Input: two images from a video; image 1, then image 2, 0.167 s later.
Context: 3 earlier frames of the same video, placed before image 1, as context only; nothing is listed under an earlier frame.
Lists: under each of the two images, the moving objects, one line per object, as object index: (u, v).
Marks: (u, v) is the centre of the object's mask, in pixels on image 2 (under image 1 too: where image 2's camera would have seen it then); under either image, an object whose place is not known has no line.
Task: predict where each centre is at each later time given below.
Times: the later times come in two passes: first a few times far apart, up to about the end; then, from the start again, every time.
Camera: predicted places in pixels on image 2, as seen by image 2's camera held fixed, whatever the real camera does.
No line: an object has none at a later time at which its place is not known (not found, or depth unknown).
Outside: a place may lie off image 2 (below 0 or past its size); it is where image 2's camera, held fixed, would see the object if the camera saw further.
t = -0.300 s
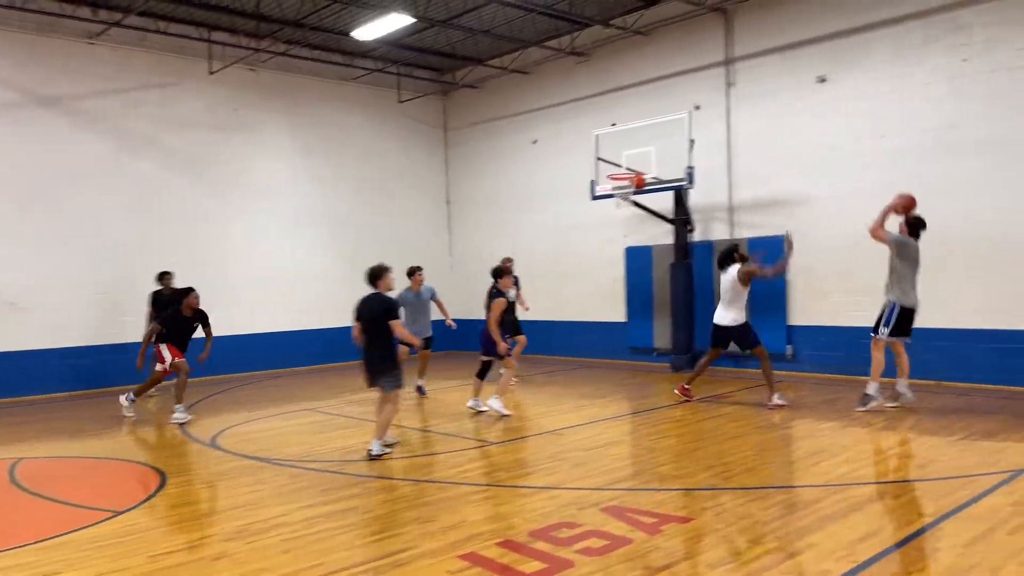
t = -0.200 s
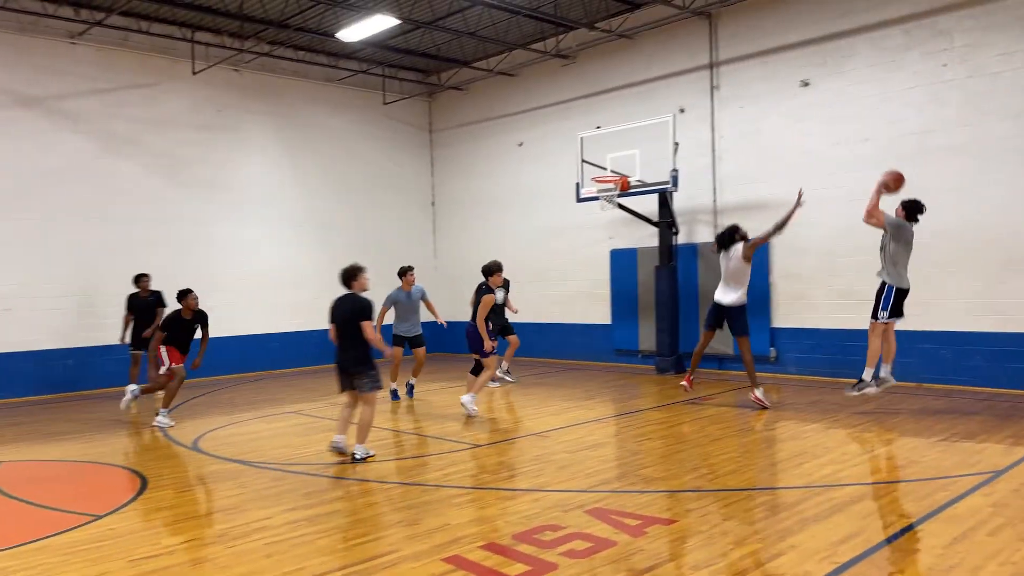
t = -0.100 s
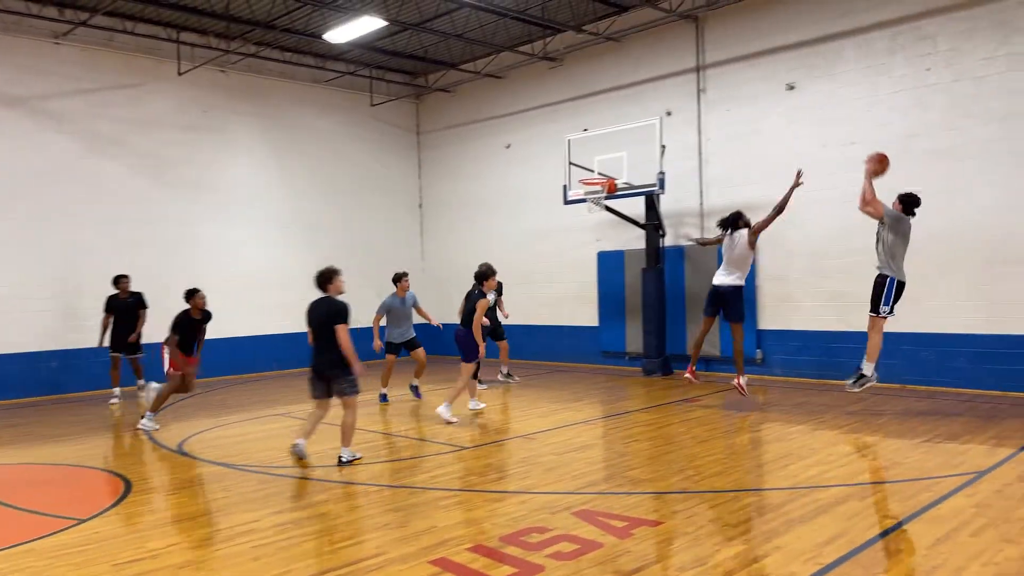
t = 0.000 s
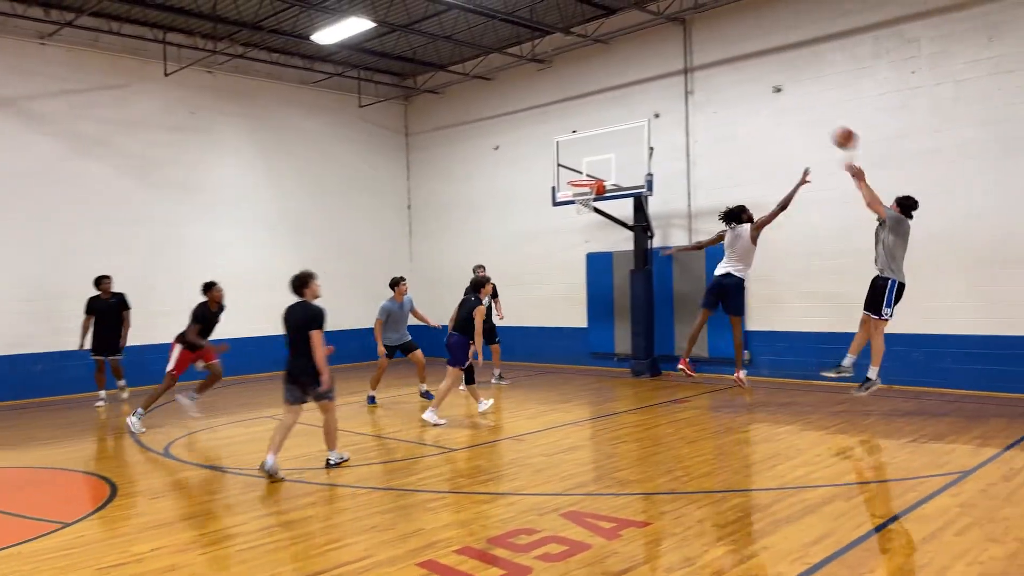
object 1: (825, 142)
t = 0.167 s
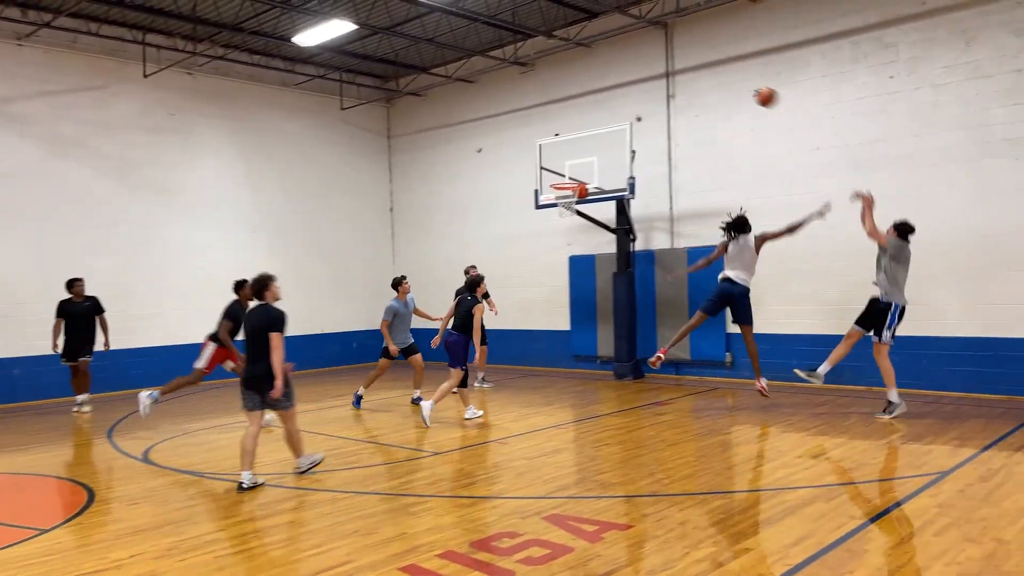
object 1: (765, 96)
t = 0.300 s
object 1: (724, 79)
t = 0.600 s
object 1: (646, 90)
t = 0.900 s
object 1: (582, 160)
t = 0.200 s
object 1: (755, 91)
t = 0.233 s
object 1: (745, 86)
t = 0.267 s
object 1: (735, 82)
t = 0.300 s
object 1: (724, 79)
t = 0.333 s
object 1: (715, 77)
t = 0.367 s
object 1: (705, 76)
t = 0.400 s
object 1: (697, 76)
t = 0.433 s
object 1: (688, 77)
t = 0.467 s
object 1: (679, 78)
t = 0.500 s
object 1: (671, 80)
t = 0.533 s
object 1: (662, 83)
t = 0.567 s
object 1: (653, 87)
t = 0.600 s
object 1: (646, 90)
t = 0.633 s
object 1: (638, 97)
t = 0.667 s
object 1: (630, 103)
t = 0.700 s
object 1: (623, 109)
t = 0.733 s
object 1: (616, 115)
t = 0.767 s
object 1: (609, 123)
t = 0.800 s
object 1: (602, 131)
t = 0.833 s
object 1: (595, 140)
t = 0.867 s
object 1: (589, 149)
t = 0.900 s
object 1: (582, 160)
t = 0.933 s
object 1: (575, 170)
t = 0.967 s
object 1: (569, 179)
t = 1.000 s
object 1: (562, 192)
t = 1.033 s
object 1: (559, 202)
